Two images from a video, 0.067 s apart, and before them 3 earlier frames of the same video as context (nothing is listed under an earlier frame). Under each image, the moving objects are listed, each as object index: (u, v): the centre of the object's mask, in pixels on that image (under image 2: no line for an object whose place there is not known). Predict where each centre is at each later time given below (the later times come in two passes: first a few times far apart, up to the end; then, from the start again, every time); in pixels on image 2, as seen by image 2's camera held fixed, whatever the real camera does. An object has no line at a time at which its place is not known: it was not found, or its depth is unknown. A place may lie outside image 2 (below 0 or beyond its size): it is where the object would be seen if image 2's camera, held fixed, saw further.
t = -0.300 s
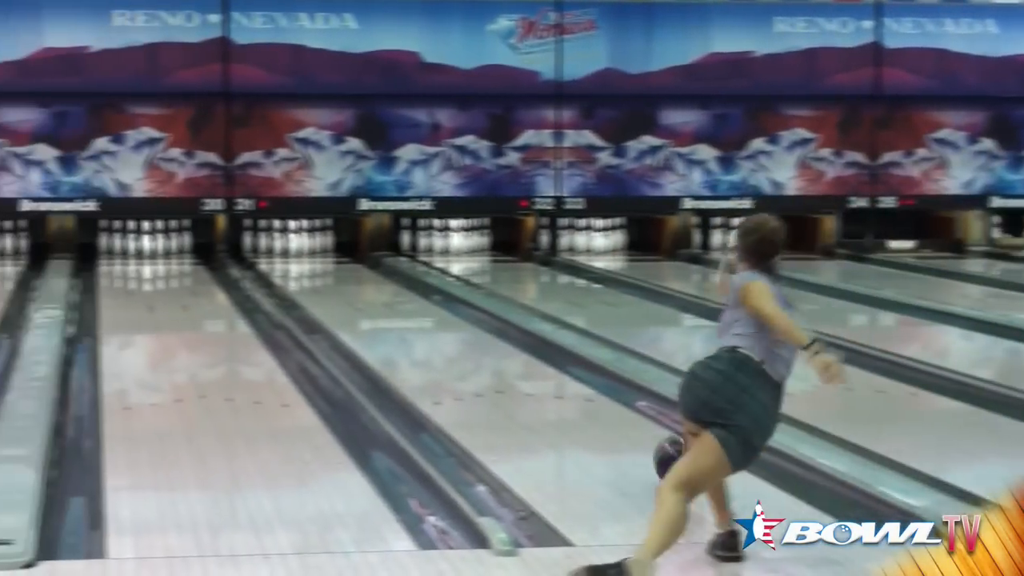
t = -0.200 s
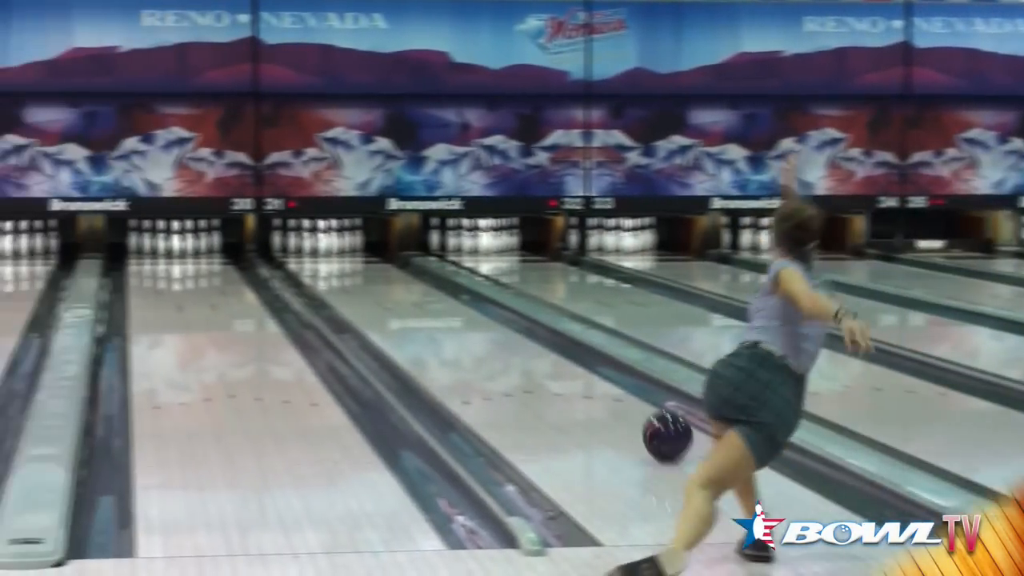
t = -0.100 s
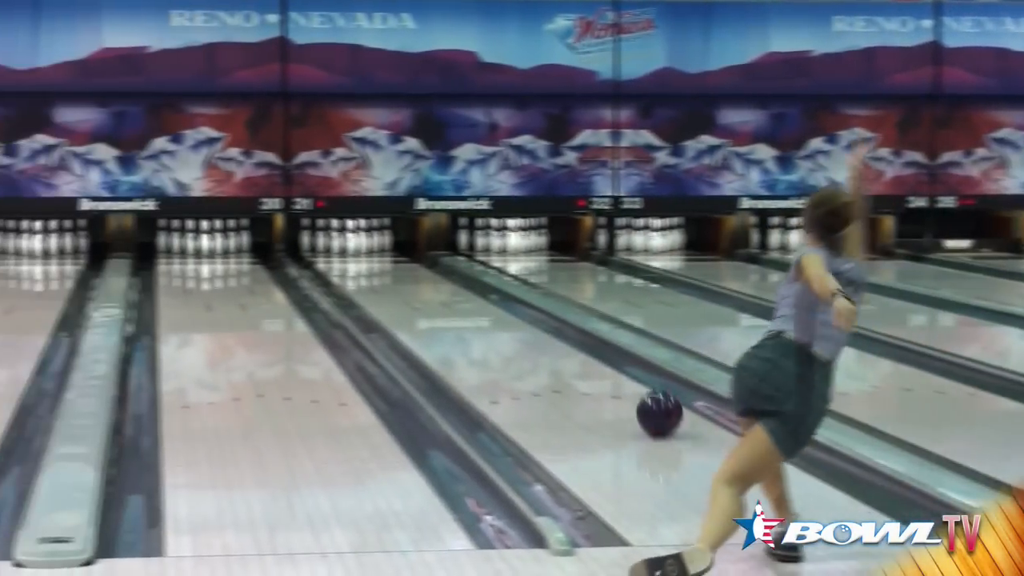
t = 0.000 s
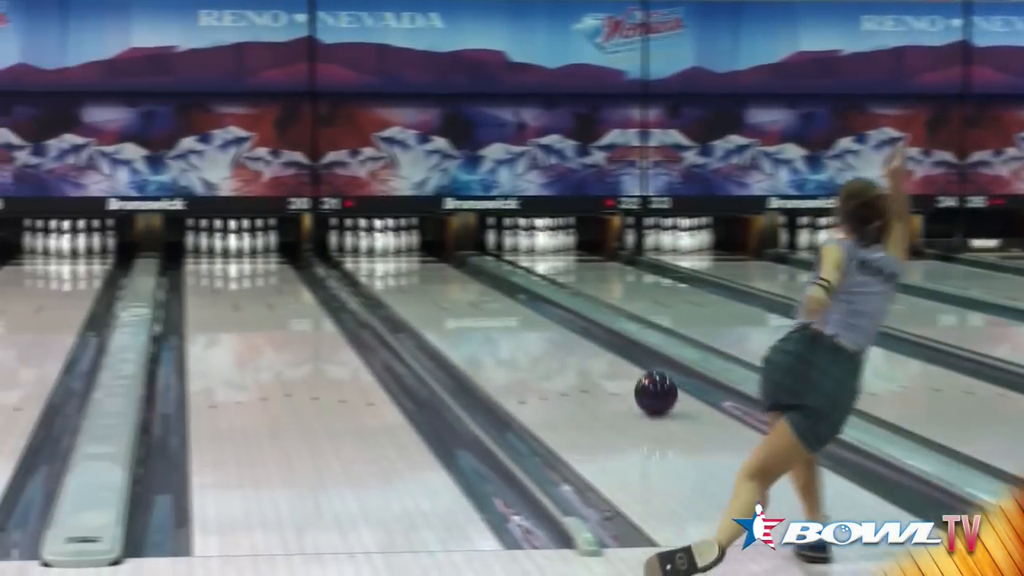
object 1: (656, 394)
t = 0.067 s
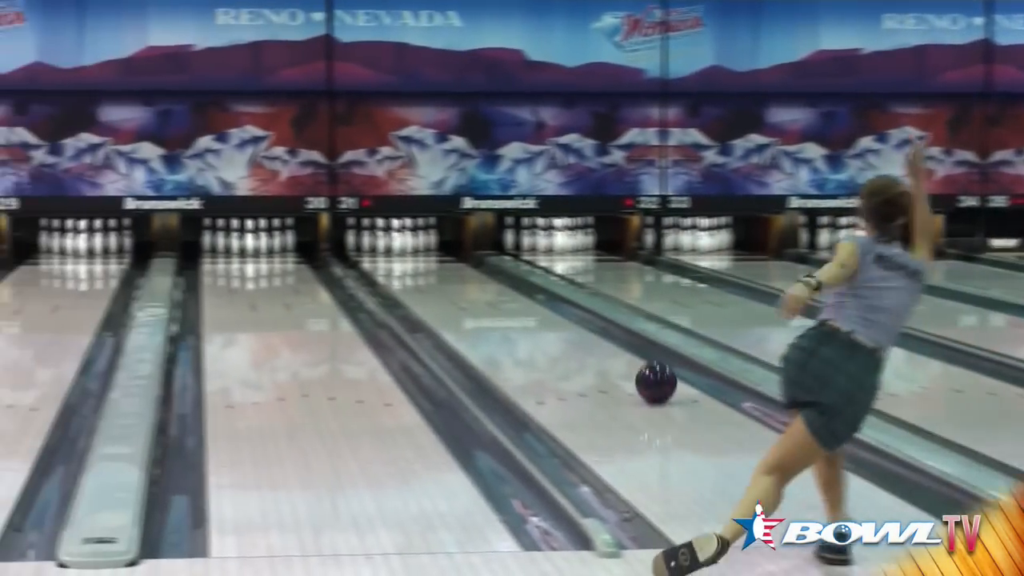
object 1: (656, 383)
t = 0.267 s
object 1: (606, 351)
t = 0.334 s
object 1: (593, 342)
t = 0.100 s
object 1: (646, 377)
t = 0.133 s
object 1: (638, 371)
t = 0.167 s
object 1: (630, 365)
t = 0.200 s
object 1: (621, 360)
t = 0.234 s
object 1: (614, 355)
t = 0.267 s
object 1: (606, 351)
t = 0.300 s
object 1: (600, 346)
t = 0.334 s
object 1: (593, 342)
